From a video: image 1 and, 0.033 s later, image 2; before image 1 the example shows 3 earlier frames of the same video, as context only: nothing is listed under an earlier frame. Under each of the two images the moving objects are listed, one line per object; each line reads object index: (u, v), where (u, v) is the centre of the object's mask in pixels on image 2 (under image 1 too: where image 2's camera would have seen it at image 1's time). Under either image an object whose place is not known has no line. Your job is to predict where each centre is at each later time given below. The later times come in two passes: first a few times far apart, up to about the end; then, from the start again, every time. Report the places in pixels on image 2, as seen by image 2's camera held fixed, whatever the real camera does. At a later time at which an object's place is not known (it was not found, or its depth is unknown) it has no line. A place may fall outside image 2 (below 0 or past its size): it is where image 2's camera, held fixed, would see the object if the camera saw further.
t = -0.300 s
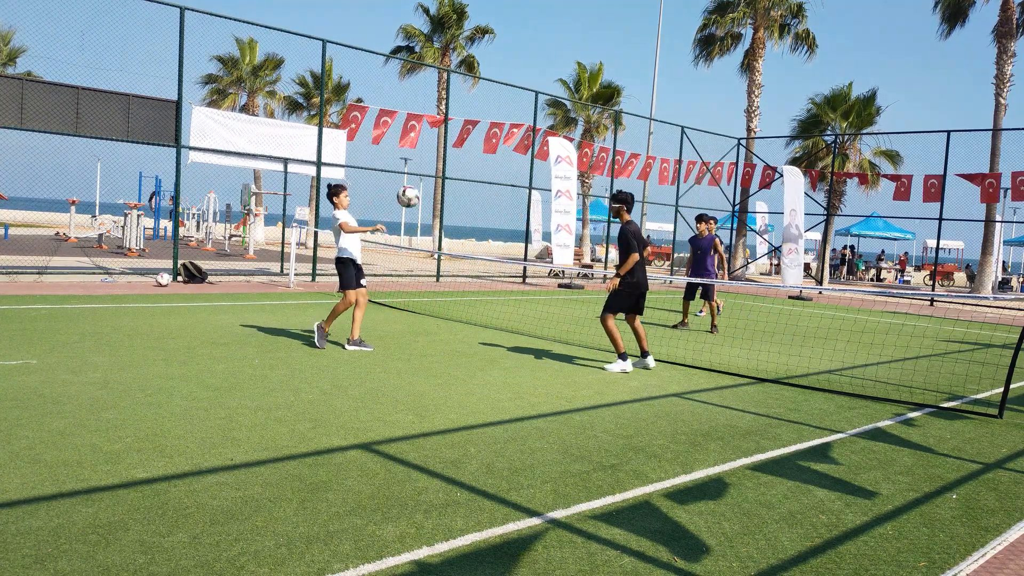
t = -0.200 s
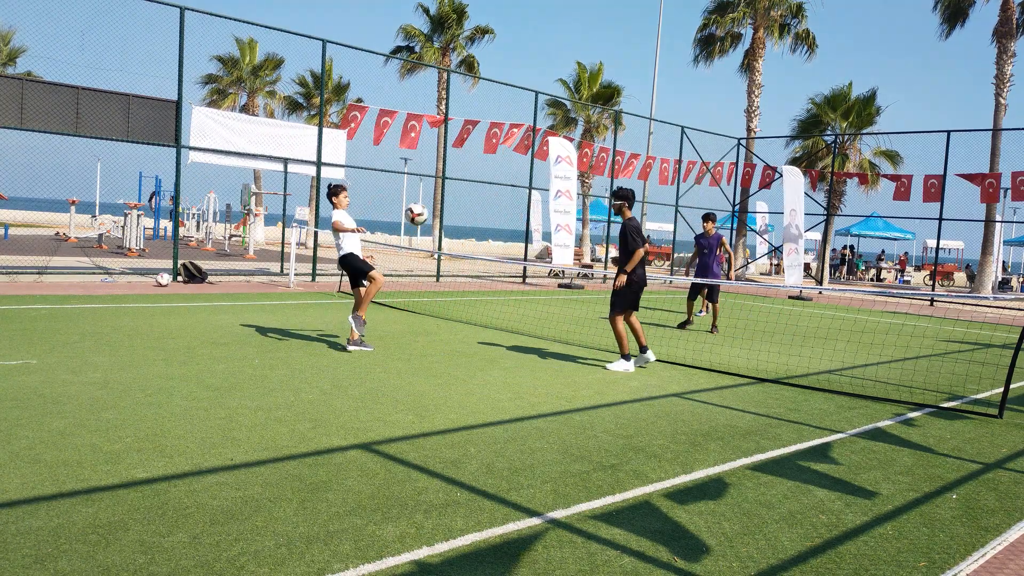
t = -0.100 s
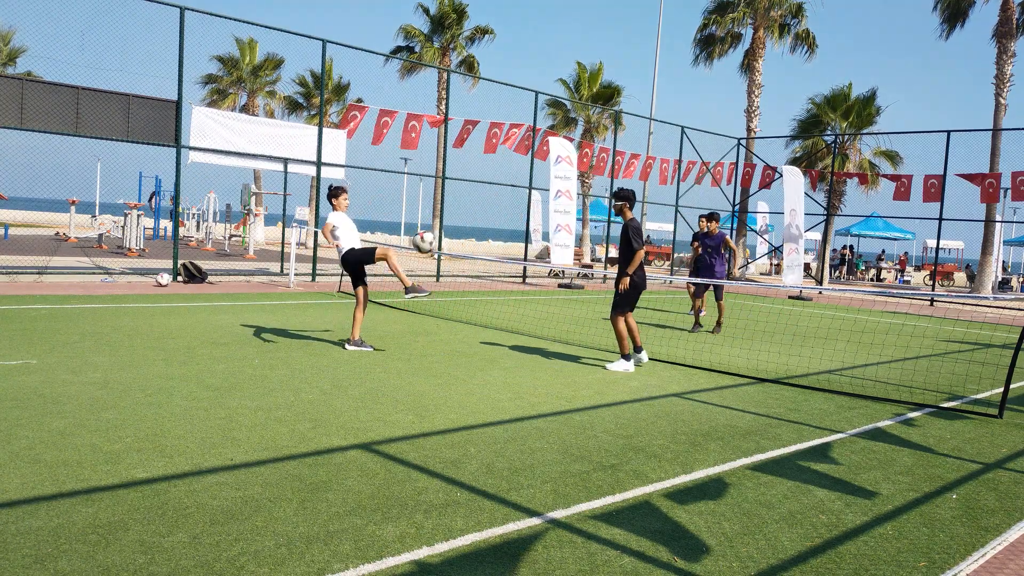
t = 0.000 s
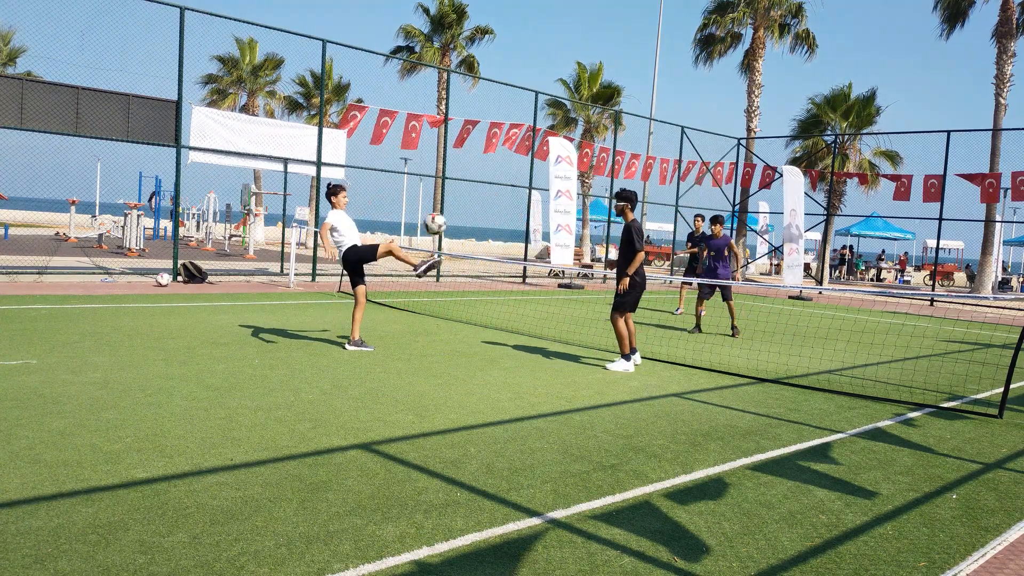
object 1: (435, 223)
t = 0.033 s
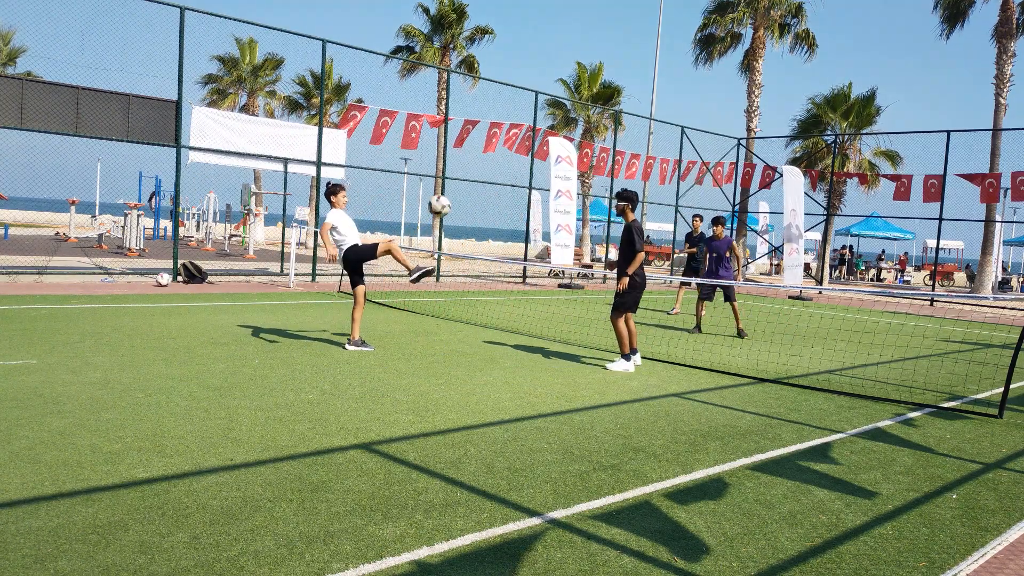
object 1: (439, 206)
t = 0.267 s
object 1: (465, 117)
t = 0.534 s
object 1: (484, 88)
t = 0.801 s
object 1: (496, 123)
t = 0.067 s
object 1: (443, 189)
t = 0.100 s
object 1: (447, 174)
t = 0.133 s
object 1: (451, 160)
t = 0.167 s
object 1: (454, 148)
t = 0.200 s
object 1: (458, 136)
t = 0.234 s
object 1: (461, 126)
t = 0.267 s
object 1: (465, 117)
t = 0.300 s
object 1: (467, 109)
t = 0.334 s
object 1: (470, 103)
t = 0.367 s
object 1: (473, 98)
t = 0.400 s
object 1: (475, 94)
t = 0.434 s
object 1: (478, 91)
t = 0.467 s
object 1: (480, 89)
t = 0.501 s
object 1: (482, 88)
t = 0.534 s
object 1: (484, 88)
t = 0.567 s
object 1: (486, 89)
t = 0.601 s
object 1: (488, 91)
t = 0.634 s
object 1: (490, 94)
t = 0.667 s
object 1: (491, 98)
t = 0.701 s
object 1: (493, 103)
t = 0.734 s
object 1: (494, 109)
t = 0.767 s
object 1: (495, 115)
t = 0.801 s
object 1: (496, 123)
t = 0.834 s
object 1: (497, 131)
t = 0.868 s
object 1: (499, 141)
